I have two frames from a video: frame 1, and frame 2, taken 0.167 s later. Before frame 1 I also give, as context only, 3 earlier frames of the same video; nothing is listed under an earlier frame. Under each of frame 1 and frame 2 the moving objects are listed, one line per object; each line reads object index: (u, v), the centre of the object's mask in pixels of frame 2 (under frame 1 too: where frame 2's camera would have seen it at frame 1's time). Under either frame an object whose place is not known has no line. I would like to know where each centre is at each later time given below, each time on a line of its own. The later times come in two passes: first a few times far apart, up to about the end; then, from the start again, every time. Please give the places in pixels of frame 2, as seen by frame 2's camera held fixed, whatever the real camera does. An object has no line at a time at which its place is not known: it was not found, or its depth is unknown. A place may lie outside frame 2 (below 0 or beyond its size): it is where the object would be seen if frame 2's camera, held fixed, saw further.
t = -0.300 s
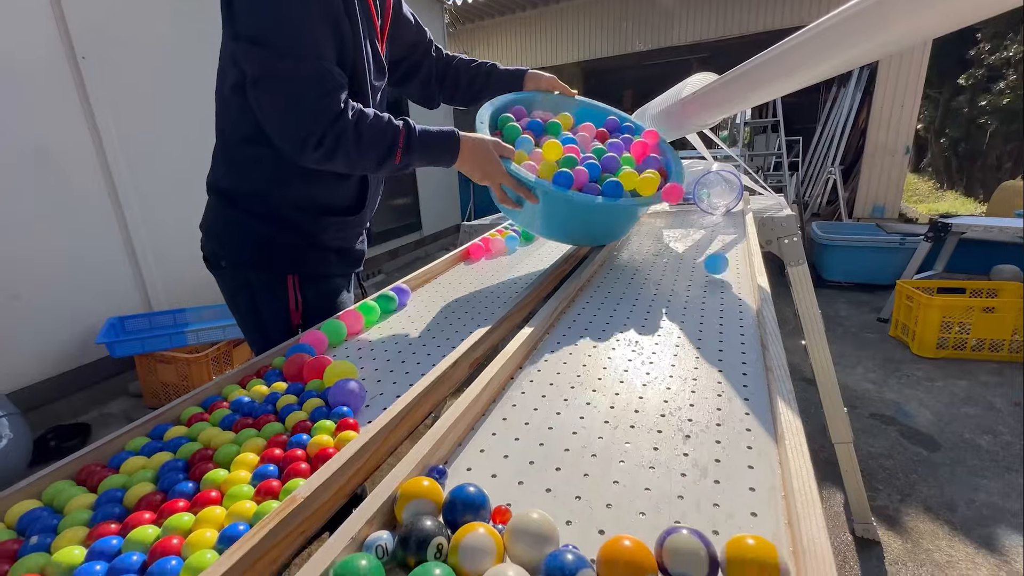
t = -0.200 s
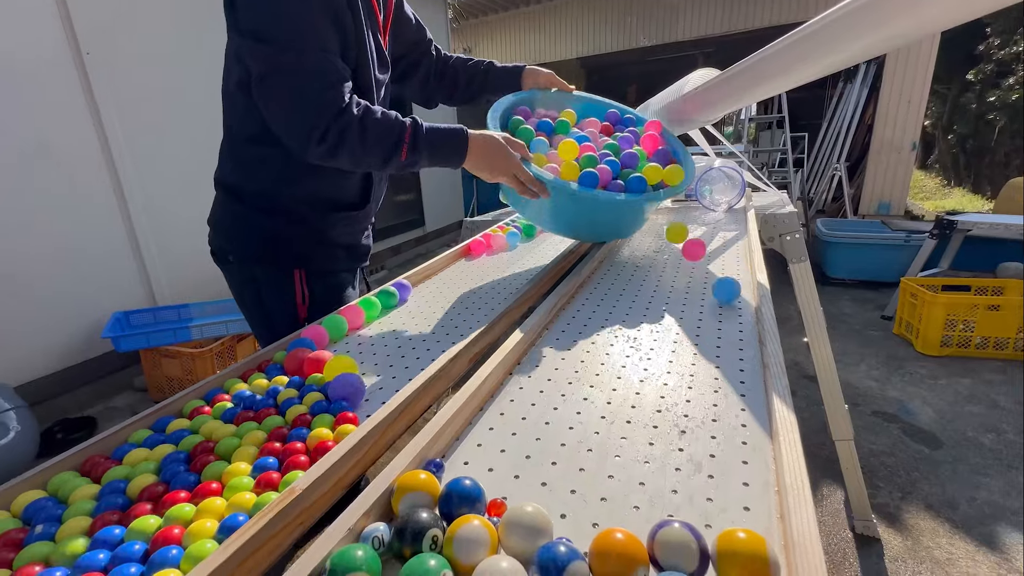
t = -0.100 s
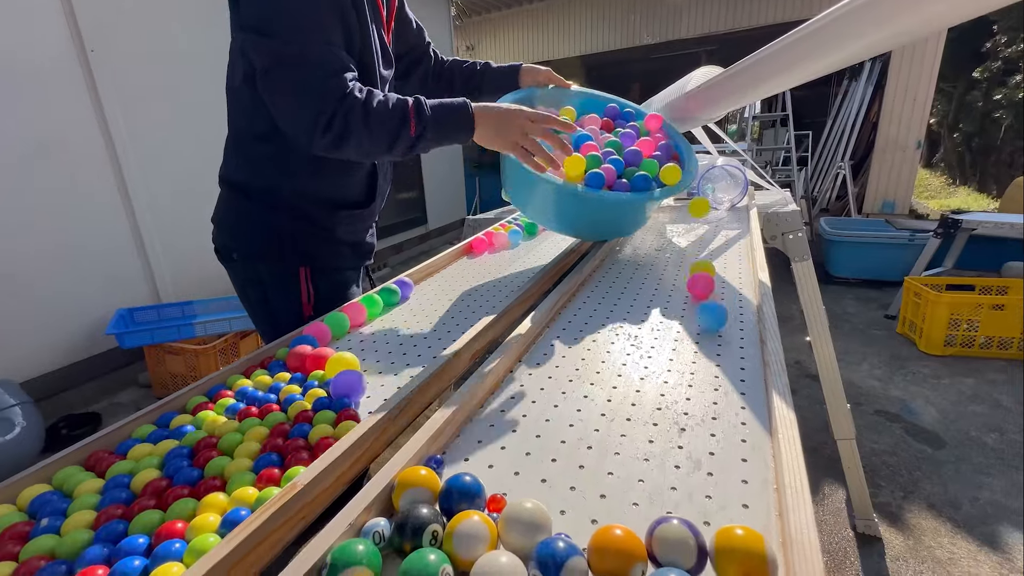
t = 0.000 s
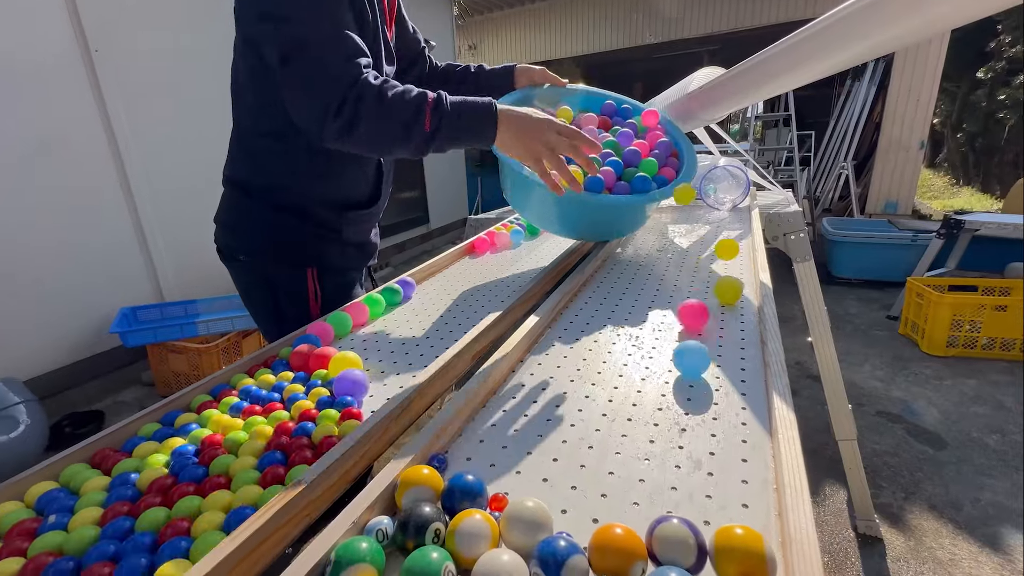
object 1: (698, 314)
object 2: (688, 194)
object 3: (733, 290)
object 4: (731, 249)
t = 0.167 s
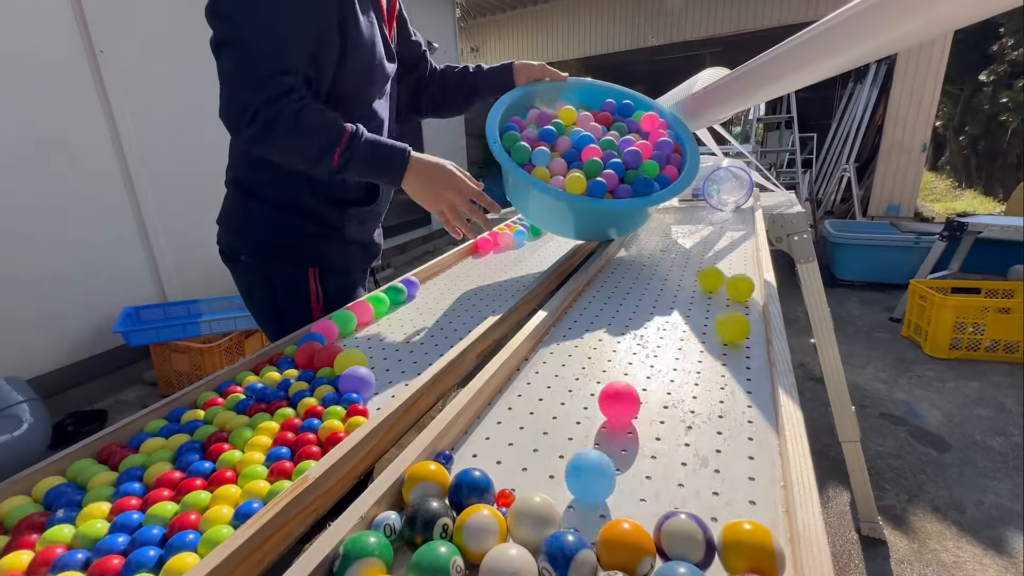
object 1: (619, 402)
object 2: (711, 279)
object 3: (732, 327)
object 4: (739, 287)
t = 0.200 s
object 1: (592, 429)
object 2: (714, 285)
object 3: (725, 336)
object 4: (737, 294)
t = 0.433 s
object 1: (549, 474)
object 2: (656, 350)
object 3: (615, 445)
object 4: (697, 376)
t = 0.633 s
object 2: (558, 429)
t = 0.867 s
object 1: (523, 469)
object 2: (531, 422)
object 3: (570, 488)
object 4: (633, 499)
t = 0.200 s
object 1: (592, 429)
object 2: (714, 285)
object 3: (725, 336)
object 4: (737, 294)
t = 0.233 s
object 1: (577, 444)
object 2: (711, 292)
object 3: (719, 345)
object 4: (736, 301)
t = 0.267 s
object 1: (566, 460)
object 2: (707, 298)
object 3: (709, 355)
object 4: (734, 310)
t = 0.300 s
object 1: (555, 477)
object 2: (700, 306)
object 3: (697, 367)
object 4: (731, 319)
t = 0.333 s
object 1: (559, 471)
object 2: (693, 314)
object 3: (683, 381)
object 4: (725, 329)
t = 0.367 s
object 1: (559, 468)
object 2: (680, 328)
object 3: (660, 404)
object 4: (716, 347)
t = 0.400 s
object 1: (556, 470)
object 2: (669, 338)
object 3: (639, 423)
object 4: (708, 360)
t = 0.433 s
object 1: (549, 474)
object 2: (656, 350)
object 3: (615, 445)
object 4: (697, 376)
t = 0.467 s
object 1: (539, 475)
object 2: (642, 363)
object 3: (591, 469)
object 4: (685, 394)
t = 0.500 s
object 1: (531, 471)
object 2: (625, 378)
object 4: (672, 413)
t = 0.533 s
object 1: (525, 468)
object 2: (605, 394)
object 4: (656, 437)
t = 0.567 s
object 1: (524, 467)
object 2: (582, 415)
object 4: (637, 464)
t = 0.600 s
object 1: (523, 468)
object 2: (556, 436)
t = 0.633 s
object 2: (558, 429)
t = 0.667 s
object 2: (559, 423)
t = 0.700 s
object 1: (529, 458)
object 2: (558, 420)
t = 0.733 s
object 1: (528, 461)
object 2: (556, 419)
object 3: (581, 494)
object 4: (640, 499)
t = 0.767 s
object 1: (526, 468)
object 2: (552, 419)
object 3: (580, 488)
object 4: (642, 497)
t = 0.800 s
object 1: (525, 470)
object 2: (547, 419)
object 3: (573, 489)
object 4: (642, 498)
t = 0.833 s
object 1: (524, 469)
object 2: (540, 420)
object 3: (571, 488)
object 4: (640, 499)
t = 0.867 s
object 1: (523, 469)
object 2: (531, 422)
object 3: (570, 488)
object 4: (633, 499)
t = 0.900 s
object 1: (523, 469)
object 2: (521, 424)
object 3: (571, 488)
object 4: (625, 497)
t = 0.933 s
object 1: (522, 469)
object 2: (509, 428)
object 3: (570, 488)
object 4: (623, 498)
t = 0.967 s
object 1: (521, 469)
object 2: (499, 430)
